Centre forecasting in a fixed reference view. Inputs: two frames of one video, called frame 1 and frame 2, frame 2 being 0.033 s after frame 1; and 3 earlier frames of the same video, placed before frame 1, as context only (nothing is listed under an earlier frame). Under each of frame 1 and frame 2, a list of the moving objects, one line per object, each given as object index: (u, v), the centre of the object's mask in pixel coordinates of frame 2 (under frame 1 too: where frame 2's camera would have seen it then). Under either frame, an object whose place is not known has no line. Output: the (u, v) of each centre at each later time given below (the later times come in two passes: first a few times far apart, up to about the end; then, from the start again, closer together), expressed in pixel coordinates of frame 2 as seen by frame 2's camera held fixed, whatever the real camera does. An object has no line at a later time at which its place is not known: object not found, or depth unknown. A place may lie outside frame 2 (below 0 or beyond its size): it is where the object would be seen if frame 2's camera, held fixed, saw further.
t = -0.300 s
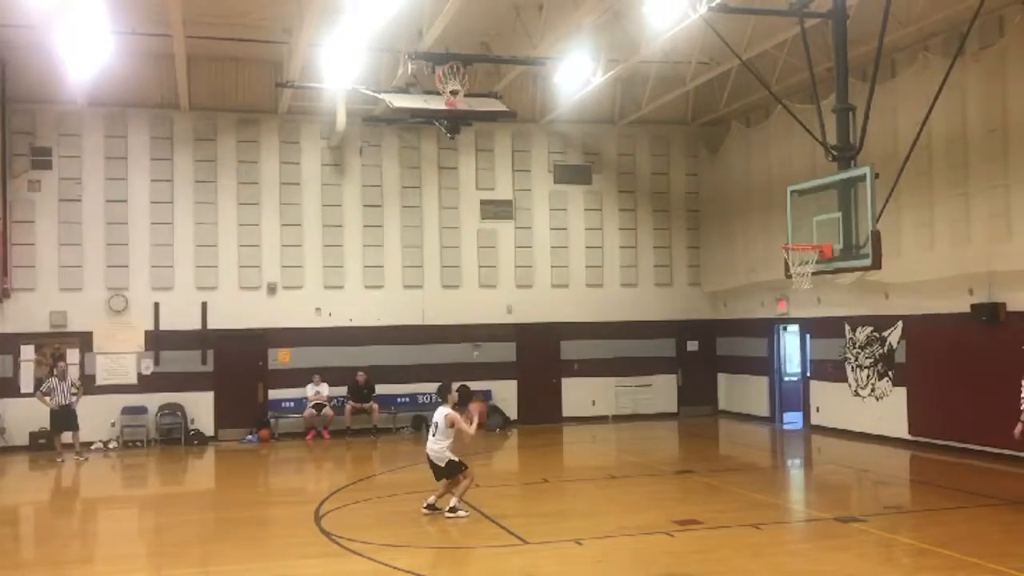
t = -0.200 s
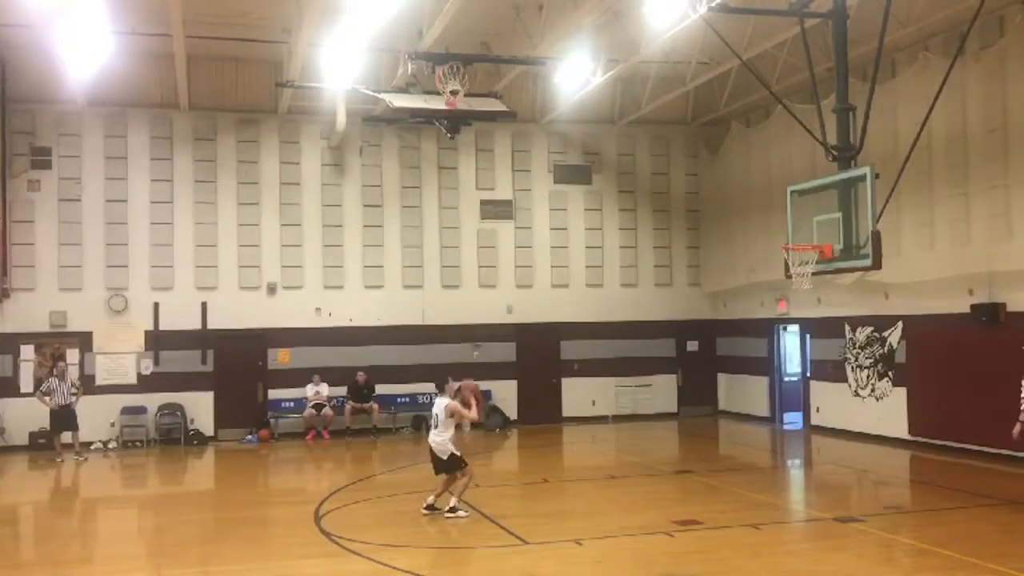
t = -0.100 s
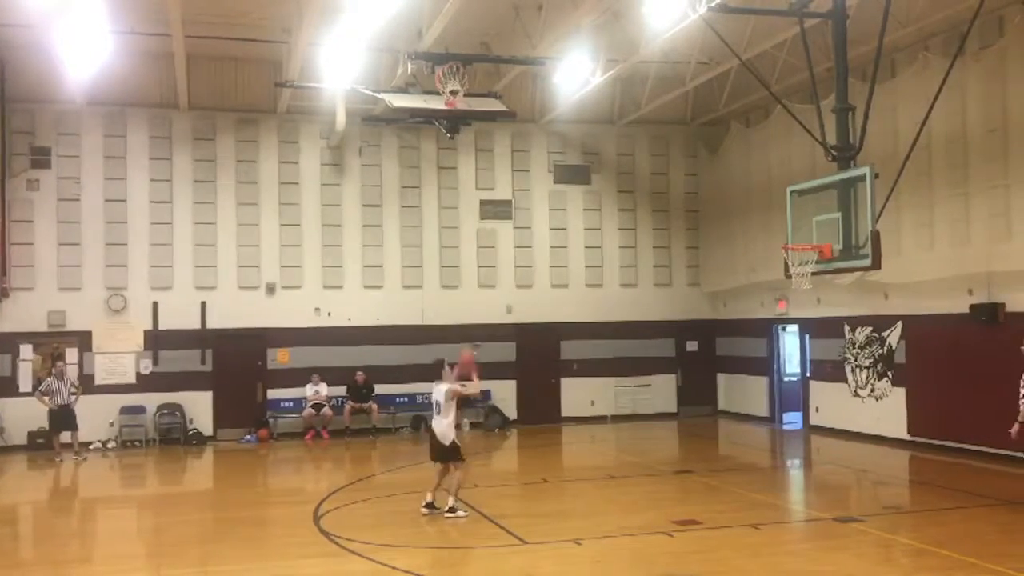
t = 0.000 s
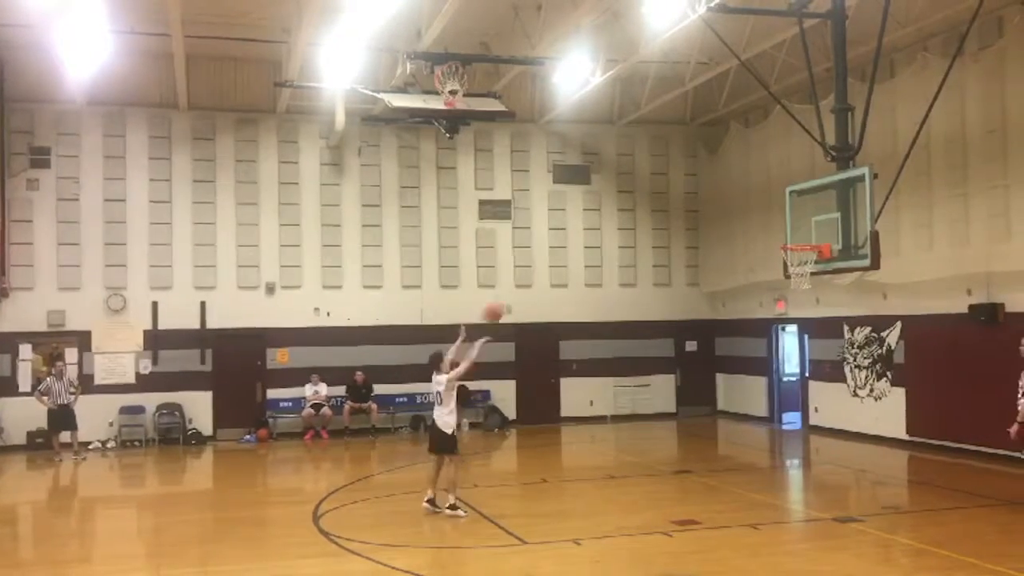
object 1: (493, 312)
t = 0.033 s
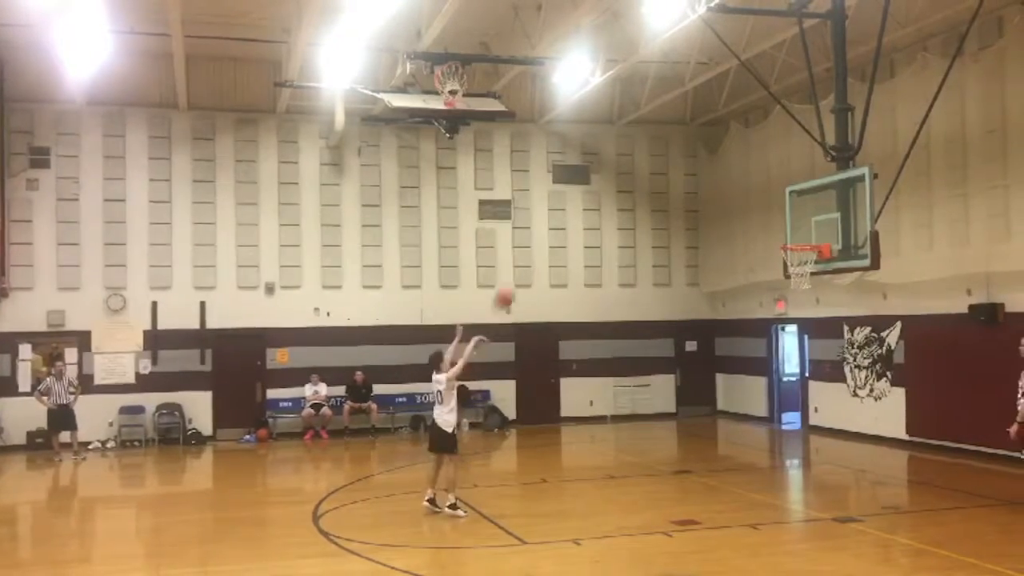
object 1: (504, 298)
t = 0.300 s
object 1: (591, 211)
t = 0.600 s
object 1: (686, 179)
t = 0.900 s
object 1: (774, 220)
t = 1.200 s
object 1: (816, 275)
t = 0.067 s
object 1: (515, 284)
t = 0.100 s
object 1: (526, 271)
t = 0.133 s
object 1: (537, 257)
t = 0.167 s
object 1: (549, 245)
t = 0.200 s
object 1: (559, 235)
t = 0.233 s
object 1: (571, 225)
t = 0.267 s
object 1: (580, 216)
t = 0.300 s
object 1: (591, 211)
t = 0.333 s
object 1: (601, 203)
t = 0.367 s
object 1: (612, 196)
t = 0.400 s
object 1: (623, 189)
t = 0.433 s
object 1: (635, 186)
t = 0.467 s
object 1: (645, 182)
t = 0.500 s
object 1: (654, 182)
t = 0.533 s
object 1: (665, 178)
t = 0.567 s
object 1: (675, 179)
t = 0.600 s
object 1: (686, 179)
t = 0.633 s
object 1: (696, 180)
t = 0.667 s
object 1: (704, 182)
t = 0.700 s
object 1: (715, 185)
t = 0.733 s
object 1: (724, 189)
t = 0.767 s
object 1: (734, 193)
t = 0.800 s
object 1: (743, 199)
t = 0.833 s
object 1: (753, 205)
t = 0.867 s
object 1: (763, 213)
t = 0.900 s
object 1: (774, 220)
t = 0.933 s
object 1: (783, 229)
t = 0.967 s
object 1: (793, 238)
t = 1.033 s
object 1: (816, 260)
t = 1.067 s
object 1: (816, 263)
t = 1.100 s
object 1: (816, 264)
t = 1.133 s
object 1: (816, 265)
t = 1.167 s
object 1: (815, 268)
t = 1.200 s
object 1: (816, 275)
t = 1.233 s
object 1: (811, 288)
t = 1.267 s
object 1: (809, 294)
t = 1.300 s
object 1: (808, 302)
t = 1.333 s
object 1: (807, 309)
